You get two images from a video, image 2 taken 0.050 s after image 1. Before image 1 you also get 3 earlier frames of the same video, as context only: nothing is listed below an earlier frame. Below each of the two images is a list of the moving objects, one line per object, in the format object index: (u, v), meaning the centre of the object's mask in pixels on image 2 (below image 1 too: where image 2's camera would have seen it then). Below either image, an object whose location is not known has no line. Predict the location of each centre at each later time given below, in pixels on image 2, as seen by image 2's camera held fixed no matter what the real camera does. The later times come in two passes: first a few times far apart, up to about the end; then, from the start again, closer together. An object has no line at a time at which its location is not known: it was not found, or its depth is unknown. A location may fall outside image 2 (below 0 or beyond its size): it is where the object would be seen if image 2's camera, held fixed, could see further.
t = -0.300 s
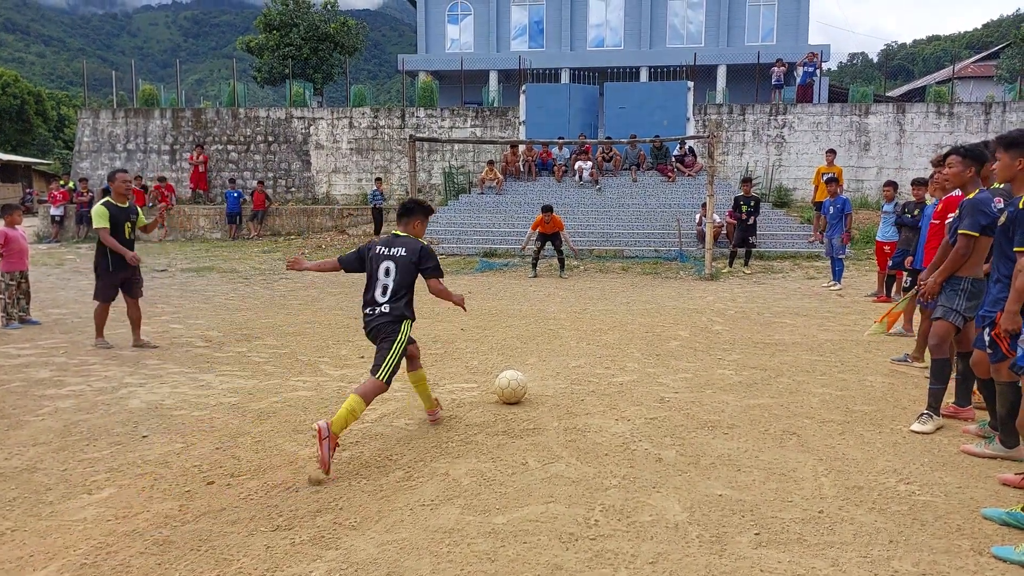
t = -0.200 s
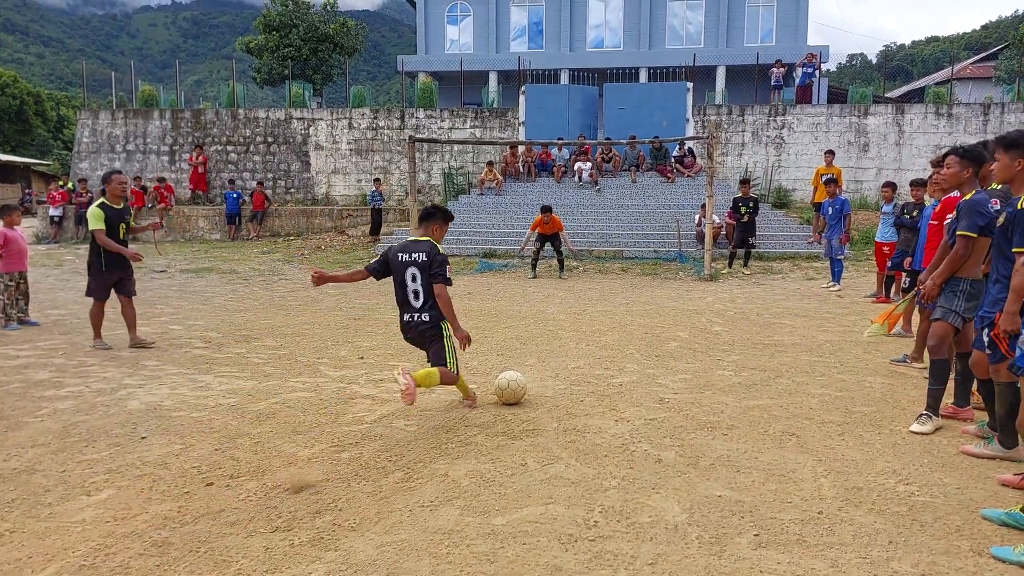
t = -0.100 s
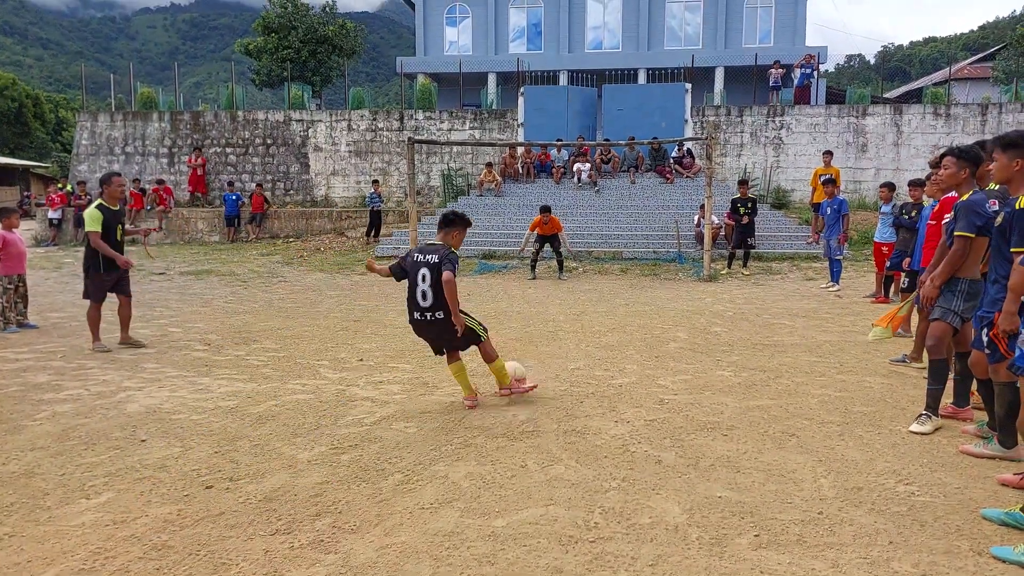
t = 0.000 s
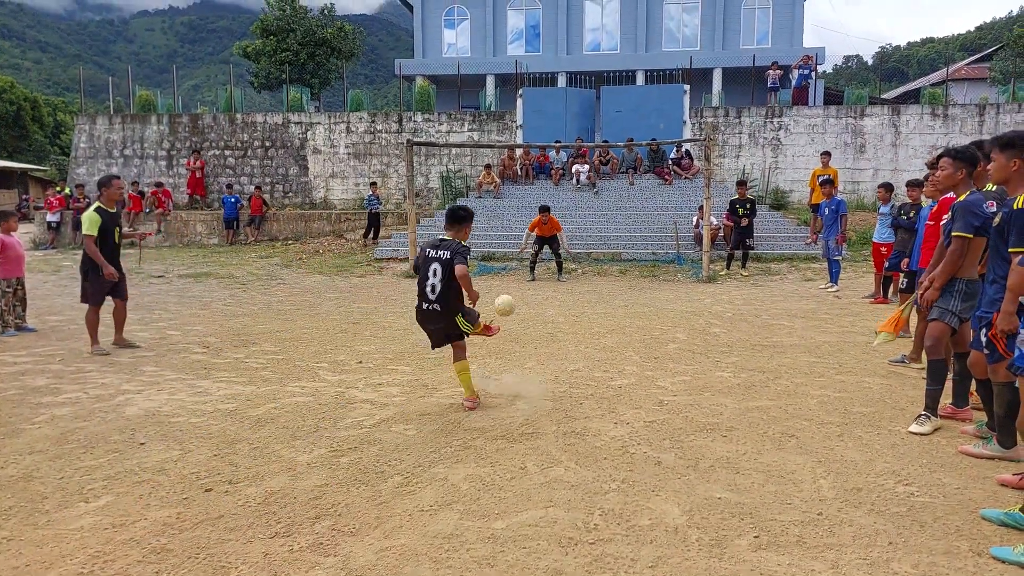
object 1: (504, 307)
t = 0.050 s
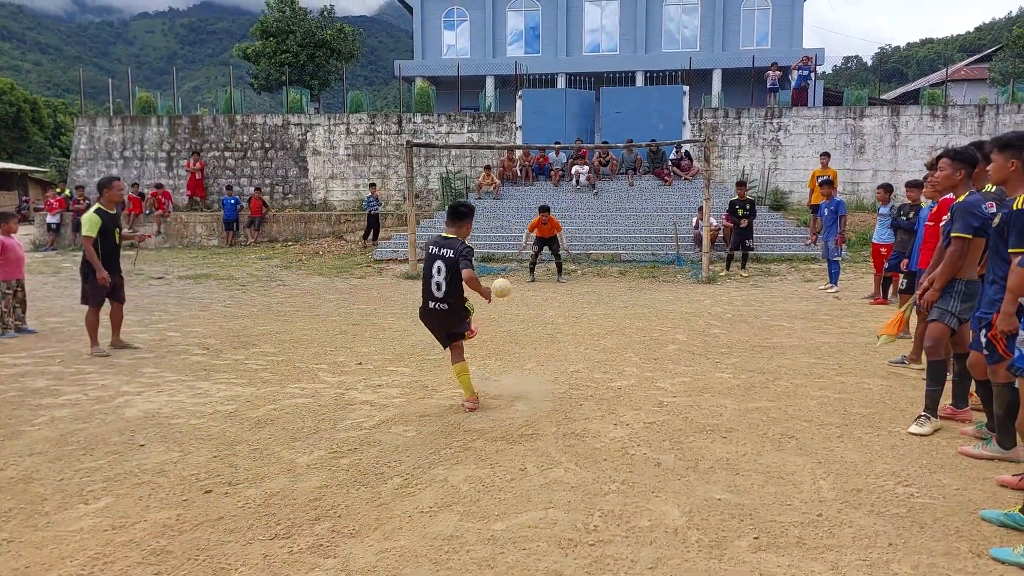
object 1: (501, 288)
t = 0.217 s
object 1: (493, 262)
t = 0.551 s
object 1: (463, 220)
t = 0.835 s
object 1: (440, 197)
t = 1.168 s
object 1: (402, 224)
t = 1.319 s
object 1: (380, 268)
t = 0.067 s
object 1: (500, 283)
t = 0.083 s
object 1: (498, 278)
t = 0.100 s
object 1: (497, 275)
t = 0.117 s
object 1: (496, 272)
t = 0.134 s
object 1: (494, 270)
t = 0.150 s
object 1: (493, 268)
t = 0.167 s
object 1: (493, 266)
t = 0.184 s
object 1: (493, 265)
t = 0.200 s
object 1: (492, 262)
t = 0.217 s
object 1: (493, 262)
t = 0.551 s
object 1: (463, 220)
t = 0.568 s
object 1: (462, 219)
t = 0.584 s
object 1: (462, 217)
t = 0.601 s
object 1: (461, 216)
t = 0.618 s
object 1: (459, 213)
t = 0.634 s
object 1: (458, 211)
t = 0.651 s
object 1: (456, 209)
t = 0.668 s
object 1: (455, 208)
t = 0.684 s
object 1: (453, 205)
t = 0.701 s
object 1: (452, 203)
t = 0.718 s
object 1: (451, 203)
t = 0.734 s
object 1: (450, 202)
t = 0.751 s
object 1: (448, 200)
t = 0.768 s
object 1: (446, 199)
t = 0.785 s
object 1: (445, 198)
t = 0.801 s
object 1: (443, 198)
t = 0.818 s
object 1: (442, 197)
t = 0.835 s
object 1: (440, 197)
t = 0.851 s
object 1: (438, 196)
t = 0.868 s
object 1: (437, 196)
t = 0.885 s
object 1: (435, 196)
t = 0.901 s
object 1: (434, 195)
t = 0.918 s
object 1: (432, 196)
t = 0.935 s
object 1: (430, 196)
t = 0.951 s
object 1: (428, 196)
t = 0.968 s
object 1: (427, 197)
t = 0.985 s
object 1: (425, 199)
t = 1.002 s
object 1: (423, 200)
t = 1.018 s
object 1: (421, 201)
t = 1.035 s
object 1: (419, 202)
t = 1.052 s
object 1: (417, 204)
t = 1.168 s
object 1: (402, 224)
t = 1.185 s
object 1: (400, 227)
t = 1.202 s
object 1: (398, 231)
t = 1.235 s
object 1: (393, 240)
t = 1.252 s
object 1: (391, 245)
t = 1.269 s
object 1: (388, 250)
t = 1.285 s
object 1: (386, 256)
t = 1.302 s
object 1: (383, 262)
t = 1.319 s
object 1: (380, 268)
